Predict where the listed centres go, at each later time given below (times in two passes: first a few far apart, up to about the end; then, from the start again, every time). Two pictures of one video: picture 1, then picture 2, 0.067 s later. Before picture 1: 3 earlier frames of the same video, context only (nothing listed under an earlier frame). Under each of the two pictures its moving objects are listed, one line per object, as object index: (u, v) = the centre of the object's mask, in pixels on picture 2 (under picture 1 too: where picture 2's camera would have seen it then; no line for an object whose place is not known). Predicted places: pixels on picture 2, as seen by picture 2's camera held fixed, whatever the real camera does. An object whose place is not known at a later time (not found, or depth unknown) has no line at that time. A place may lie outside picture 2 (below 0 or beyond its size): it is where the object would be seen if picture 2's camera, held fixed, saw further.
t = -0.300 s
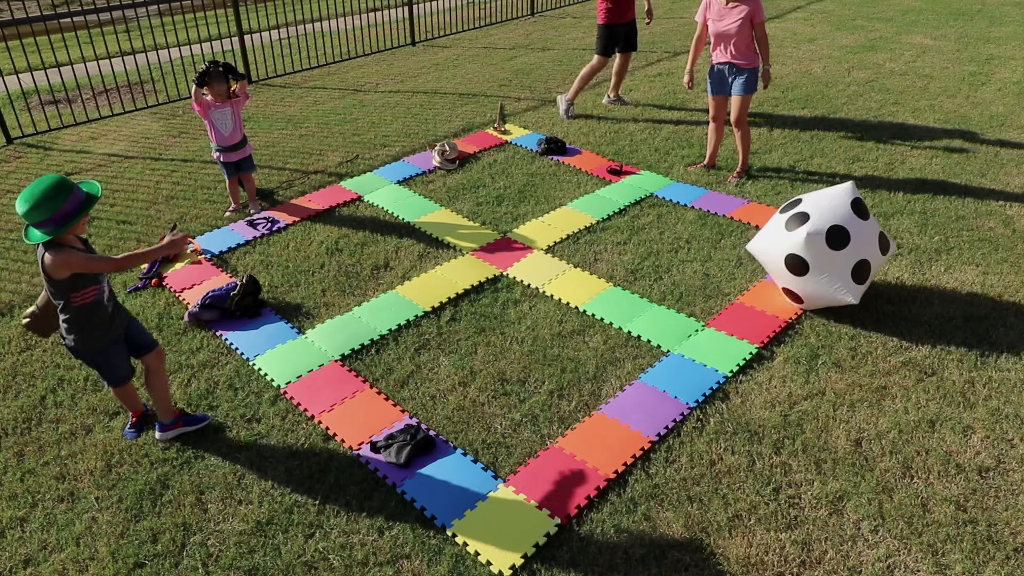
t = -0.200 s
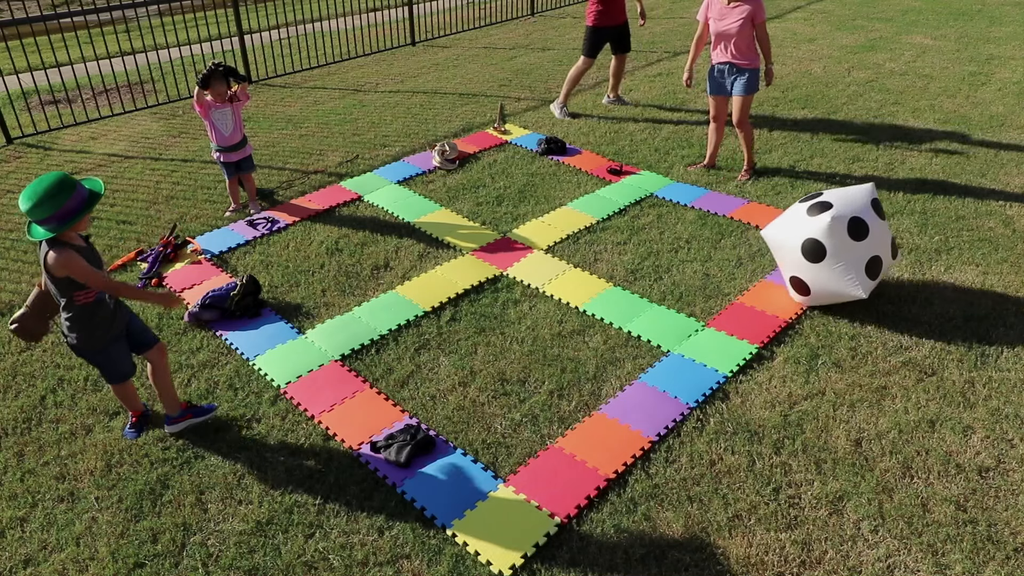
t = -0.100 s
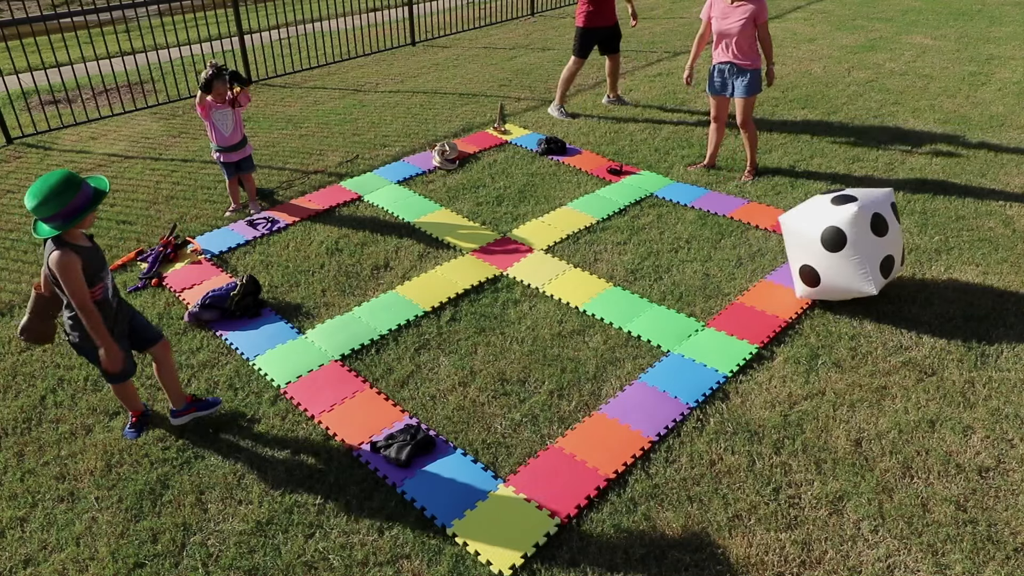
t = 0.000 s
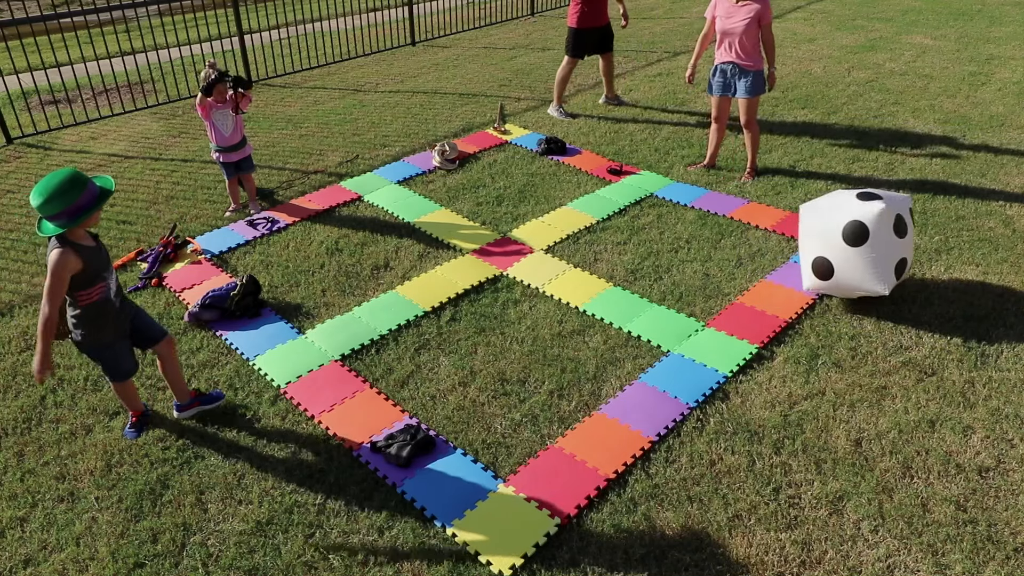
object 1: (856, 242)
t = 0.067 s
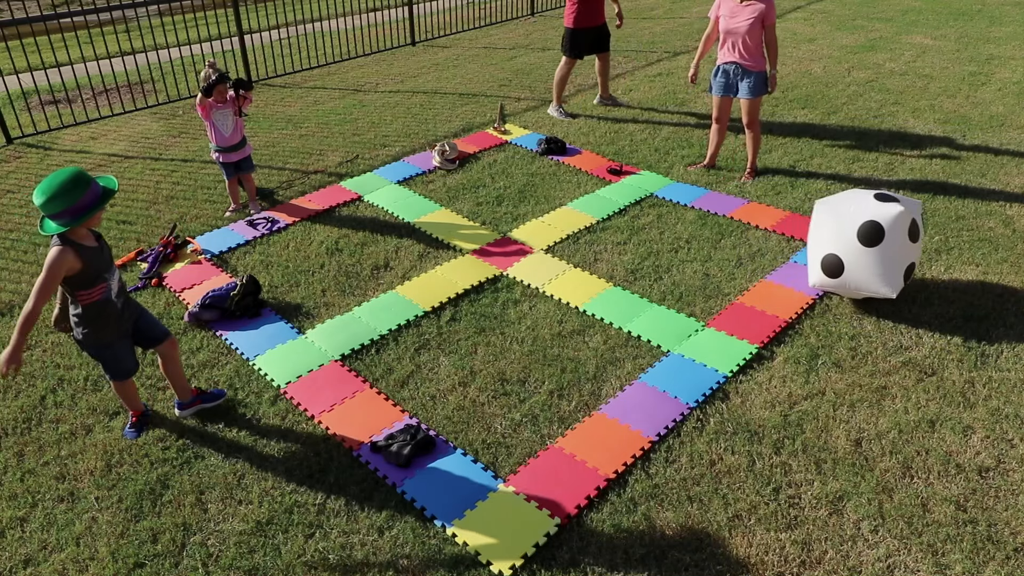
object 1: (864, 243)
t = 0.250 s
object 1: (889, 250)
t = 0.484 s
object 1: (912, 257)
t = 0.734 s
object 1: (931, 263)
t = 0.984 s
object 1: (945, 264)
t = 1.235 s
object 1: (961, 265)
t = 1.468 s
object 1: (971, 264)
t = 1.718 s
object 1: (977, 264)
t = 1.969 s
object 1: (976, 265)
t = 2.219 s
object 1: (969, 265)
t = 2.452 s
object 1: (961, 263)
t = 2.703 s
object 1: (953, 261)
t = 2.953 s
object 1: (952, 262)
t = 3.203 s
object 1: (954, 262)
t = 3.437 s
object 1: (958, 262)
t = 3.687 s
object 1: (960, 262)
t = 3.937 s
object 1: (961, 262)
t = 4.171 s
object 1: (959, 263)
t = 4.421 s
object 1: (959, 263)
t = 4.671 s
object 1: (960, 262)
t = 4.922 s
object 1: (960, 262)
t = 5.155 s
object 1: (960, 263)
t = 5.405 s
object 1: (960, 263)
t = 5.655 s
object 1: (960, 263)
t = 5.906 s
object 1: (960, 263)
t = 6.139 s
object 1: (960, 263)
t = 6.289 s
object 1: (960, 263)
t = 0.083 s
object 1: (866, 244)
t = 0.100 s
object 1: (869, 244)
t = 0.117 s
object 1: (871, 245)
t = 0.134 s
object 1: (873, 246)
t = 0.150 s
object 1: (875, 246)
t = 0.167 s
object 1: (878, 247)
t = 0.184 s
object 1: (880, 248)
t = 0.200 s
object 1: (882, 249)
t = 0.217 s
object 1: (884, 249)
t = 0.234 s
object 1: (887, 250)
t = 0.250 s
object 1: (889, 250)
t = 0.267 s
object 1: (891, 250)
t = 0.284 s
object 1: (893, 251)
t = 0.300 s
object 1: (895, 252)
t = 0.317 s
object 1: (897, 252)
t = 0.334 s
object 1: (899, 253)
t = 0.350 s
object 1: (901, 253)
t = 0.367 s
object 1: (902, 254)
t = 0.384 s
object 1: (904, 254)
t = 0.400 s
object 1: (905, 255)
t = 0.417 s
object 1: (907, 255)
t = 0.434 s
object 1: (908, 256)
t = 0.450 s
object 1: (910, 256)
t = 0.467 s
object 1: (911, 257)
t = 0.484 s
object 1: (912, 257)
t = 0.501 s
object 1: (914, 258)
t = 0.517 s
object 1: (915, 258)
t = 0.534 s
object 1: (917, 259)
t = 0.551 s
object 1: (918, 260)
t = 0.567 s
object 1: (919, 261)
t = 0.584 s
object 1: (920, 261)
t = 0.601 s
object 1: (922, 262)
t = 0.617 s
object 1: (923, 262)
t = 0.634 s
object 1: (924, 262)
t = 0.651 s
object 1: (925, 262)
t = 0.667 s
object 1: (927, 262)
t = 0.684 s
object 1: (928, 263)
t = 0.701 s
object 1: (929, 263)
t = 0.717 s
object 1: (930, 263)
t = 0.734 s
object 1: (931, 263)
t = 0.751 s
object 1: (933, 263)
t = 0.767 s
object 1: (934, 263)
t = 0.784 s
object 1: (935, 263)
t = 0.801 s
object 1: (936, 263)
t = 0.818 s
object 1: (937, 263)
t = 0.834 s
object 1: (938, 264)
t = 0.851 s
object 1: (938, 264)
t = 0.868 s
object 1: (939, 264)
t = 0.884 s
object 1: (940, 264)
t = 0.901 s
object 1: (941, 264)
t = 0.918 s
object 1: (942, 264)
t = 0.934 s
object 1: (943, 264)
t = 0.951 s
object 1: (943, 264)
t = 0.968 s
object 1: (944, 264)
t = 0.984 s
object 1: (945, 264)
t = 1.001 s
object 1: (946, 264)
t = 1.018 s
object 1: (947, 263)
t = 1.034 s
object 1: (948, 263)
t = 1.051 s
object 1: (949, 263)
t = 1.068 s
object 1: (950, 264)
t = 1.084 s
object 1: (951, 264)
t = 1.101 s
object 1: (952, 264)
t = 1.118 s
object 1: (953, 264)
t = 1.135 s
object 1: (955, 264)
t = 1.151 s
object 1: (956, 264)
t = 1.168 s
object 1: (957, 265)
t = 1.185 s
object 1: (958, 265)
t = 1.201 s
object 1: (959, 265)
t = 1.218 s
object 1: (960, 265)
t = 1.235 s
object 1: (961, 265)
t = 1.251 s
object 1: (961, 265)
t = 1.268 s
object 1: (962, 265)
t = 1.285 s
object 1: (963, 265)
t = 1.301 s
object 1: (964, 265)
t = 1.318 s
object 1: (965, 265)
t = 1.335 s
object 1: (966, 265)
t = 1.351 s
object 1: (967, 265)
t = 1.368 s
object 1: (967, 265)
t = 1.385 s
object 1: (968, 265)
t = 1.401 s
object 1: (969, 265)
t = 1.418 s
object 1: (969, 264)
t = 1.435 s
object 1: (970, 264)
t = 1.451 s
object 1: (970, 264)
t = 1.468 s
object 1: (971, 264)
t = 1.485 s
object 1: (972, 264)
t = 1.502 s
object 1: (972, 264)
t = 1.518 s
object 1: (973, 264)
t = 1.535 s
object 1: (973, 264)
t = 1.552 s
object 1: (974, 264)
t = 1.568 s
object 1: (974, 264)
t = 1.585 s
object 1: (975, 264)
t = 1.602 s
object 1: (975, 264)
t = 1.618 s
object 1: (975, 264)
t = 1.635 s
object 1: (975, 264)
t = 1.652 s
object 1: (976, 264)
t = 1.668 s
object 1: (976, 264)
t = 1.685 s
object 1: (977, 264)
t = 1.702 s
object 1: (977, 264)
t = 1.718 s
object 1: (977, 264)
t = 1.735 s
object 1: (977, 264)
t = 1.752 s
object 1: (977, 264)
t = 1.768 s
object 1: (977, 264)
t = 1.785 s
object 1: (977, 264)
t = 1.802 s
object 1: (977, 264)
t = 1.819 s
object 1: (977, 264)
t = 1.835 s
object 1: (977, 264)
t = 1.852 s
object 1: (977, 264)
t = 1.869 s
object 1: (977, 264)
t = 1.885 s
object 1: (977, 264)
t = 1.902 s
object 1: (977, 264)
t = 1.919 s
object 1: (976, 264)
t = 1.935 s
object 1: (976, 264)
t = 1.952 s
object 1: (976, 265)
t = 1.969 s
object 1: (976, 265)
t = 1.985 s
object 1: (975, 265)
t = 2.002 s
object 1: (975, 265)
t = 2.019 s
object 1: (975, 265)
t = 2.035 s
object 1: (974, 265)
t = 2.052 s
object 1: (974, 265)
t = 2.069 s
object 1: (973, 265)
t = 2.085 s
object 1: (973, 265)
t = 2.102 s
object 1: (972, 265)
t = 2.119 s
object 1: (972, 265)
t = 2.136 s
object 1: (971, 265)
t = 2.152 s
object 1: (971, 265)
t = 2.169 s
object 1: (970, 265)
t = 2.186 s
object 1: (970, 265)
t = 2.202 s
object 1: (969, 265)
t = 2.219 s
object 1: (969, 265)
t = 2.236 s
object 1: (968, 265)
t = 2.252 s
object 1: (968, 265)
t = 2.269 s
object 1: (967, 265)
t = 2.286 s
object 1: (967, 265)
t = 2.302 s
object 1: (966, 265)
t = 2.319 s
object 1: (965, 265)
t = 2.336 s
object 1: (965, 265)
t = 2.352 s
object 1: (964, 265)
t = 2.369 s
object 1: (964, 265)
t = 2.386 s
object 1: (963, 264)
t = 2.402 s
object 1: (963, 264)
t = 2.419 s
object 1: (962, 264)
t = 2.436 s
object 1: (961, 263)
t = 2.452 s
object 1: (961, 263)
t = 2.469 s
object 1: (960, 263)
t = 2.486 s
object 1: (960, 263)
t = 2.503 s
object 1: (959, 263)
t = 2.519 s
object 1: (959, 263)
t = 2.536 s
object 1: (958, 262)
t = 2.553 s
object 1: (957, 262)
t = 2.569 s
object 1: (957, 262)
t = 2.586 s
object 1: (956, 262)
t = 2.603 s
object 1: (956, 262)
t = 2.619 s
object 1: (955, 262)
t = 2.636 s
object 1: (955, 261)
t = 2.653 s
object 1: (955, 261)
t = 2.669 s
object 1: (954, 261)
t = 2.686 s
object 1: (954, 261)
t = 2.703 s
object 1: (953, 261)
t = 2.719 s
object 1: (953, 261)
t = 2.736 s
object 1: (953, 261)
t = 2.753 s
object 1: (952, 261)
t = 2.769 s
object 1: (952, 261)
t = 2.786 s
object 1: (952, 261)
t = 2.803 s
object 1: (952, 261)
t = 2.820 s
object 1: (951, 261)
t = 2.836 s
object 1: (951, 261)
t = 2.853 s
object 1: (951, 261)
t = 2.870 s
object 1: (951, 261)
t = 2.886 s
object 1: (951, 261)
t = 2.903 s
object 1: (951, 261)
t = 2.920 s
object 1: (951, 261)
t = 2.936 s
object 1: (951, 262)
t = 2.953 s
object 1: (952, 262)
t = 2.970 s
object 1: (952, 262)
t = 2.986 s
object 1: (952, 262)
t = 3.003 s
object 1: (952, 262)
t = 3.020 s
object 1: (952, 262)
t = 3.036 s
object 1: (952, 262)
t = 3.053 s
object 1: (952, 262)
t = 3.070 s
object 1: (952, 262)
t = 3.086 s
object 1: (952, 262)
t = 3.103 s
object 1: (952, 262)
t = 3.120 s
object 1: (953, 262)
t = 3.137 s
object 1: (953, 262)
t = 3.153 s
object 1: (953, 262)
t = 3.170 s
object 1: (953, 262)
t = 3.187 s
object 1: (953, 262)
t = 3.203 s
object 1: (954, 262)
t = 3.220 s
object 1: (954, 262)
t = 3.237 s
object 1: (954, 262)
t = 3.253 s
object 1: (955, 262)
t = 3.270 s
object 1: (955, 262)
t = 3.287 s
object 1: (955, 262)
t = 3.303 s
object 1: (955, 262)
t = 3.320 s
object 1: (956, 262)
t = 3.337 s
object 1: (956, 262)
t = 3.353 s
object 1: (956, 262)
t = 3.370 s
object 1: (957, 262)
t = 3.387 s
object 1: (957, 262)
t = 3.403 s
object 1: (957, 262)
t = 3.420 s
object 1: (958, 262)
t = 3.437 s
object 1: (958, 262)
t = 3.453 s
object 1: (958, 262)
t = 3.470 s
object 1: (958, 262)
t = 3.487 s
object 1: (959, 263)
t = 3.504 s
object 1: (959, 262)
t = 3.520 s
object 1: (959, 262)
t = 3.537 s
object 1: (959, 262)
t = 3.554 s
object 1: (960, 262)
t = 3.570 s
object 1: (960, 262)
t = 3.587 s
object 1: (960, 262)
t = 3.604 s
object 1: (960, 262)
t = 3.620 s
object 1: (960, 262)
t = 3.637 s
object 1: (960, 262)
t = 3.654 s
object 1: (960, 262)
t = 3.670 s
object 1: (960, 262)
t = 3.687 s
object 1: (960, 262)
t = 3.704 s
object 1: (960, 262)
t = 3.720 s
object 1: (960, 262)
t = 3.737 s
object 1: (960, 262)
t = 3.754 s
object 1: (960, 262)
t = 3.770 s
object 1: (960, 262)
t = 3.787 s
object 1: (960, 262)
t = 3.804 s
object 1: (960, 262)
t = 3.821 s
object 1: (960, 262)
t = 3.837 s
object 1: (960, 262)
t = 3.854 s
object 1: (960, 262)
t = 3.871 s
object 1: (961, 262)
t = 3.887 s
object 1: (960, 262)
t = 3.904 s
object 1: (960, 262)
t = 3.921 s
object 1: (960, 262)
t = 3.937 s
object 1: (961, 262)
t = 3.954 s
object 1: (960, 262)
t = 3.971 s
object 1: (960, 262)
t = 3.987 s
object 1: (960, 262)
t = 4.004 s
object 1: (960, 263)
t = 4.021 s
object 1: (960, 263)
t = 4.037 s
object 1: (960, 263)
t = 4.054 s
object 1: (959, 263)
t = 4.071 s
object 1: (959, 263)
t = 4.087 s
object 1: (959, 263)
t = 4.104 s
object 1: (959, 263)
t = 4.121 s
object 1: (959, 263)
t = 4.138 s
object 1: (959, 263)
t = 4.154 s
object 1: (959, 263)
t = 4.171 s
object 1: (959, 263)
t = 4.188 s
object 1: (959, 263)
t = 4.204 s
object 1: (959, 263)
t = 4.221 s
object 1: (959, 263)
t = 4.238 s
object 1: (959, 263)
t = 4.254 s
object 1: (959, 263)
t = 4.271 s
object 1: (959, 263)
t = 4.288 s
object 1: (959, 263)
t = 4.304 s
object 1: (959, 263)
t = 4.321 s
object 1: (959, 263)
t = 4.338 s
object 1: (959, 263)
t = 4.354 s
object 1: (959, 263)
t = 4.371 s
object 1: (959, 263)
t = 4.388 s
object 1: (959, 263)
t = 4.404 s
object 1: (959, 263)
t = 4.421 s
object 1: (959, 263)
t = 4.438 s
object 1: (959, 263)
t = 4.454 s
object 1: (959, 263)
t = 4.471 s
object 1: (960, 263)
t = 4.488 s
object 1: (960, 263)
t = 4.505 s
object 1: (960, 262)
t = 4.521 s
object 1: (960, 262)
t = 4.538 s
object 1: (960, 262)
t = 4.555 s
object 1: (961, 262)
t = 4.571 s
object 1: (960, 262)
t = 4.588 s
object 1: (961, 262)
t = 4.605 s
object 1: (960, 262)
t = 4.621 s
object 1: (960, 262)
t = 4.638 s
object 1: (960, 262)
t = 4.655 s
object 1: (961, 262)
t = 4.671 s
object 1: (960, 262)
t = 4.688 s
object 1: (961, 262)
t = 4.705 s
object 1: (960, 262)
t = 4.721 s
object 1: (960, 262)
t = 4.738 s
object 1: (960, 262)
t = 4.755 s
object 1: (960, 262)
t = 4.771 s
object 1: (960, 262)
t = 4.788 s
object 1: (960, 262)
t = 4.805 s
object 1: (960, 262)
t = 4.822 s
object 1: (960, 262)
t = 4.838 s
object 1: (960, 262)
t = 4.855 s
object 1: (960, 262)
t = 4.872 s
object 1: (960, 262)
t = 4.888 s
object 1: (960, 262)
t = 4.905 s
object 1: (960, 262)
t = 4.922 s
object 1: (960, 262)
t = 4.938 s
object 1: (960, 262)
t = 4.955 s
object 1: (960, 262)
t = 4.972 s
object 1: (960, 262)
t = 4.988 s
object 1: (960, 262)
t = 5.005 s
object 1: (960, 262)
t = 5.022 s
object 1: (960, 263)
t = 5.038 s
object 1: (960, 263)
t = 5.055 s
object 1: (960, 263)
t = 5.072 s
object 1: (960, 263)
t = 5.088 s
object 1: (960, 263)
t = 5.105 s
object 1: (960, 263)
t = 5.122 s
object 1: (960, 263)
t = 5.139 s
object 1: (960, 263)
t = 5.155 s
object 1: (960, 263)
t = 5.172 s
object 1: (960, 263)
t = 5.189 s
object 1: (960, 263)
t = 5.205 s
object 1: (960, 263)
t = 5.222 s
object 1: (960, 263)
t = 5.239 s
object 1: (960, 263)
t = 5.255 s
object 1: (960, 263)
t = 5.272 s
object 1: (960, 263)
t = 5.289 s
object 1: (960, 263)
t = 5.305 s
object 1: (960, 263)
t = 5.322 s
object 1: (960, 263)
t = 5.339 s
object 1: (960, 263)
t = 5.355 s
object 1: (960, 263)
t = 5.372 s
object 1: (960, 263)
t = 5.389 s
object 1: (960, 263)
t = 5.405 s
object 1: (960, 263)
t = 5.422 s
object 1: (960, 263)
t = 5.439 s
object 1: (960, 263)
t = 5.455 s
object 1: (960, 263)
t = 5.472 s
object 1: (960, 263)
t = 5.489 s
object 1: (960, 263)
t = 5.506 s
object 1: (960, 263)
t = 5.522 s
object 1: (960, 263)
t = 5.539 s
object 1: (960, 263)
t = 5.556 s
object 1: (960, 263)
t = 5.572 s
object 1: (960, 263)
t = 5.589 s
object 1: (960, 263)
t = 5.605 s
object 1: (960, 263)
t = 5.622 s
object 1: (960, 263)
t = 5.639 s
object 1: (960, 263)
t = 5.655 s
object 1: (960, 263)
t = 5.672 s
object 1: (960, 263)
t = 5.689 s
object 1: (960, 263)
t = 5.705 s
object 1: (960, 263)
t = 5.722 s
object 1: (960, 263)
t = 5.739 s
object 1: (960, 263)
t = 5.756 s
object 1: (960, 263)
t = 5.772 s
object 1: (960, 263)
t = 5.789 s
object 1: (960, 263)
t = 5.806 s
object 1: (960, 263)
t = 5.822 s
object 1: (960, 263)
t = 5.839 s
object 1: (960, 263)
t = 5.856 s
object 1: (960, 263)
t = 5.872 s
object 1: (960, 263)
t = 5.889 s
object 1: (960, 263)
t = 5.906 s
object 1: (960, 263)
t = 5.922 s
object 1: (960, 263)
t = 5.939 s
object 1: (960, 263)
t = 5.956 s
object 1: (960, 263)
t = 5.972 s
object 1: (960, 263)
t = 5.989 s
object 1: (960, 263)
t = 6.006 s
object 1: (960, 263)
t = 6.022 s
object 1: (960, 263)
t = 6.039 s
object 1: (960, 263)
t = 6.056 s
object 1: (960, 263)
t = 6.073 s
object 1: (960, 263)
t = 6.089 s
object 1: (960, 263)
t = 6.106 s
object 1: (960, 263)
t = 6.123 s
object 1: (960, 263)
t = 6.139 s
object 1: (960, 263)
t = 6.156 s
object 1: (960, 263)
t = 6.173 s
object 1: (960, 263)
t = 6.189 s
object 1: (960, 263)
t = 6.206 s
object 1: (960, 263)
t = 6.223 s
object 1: (960, 263)
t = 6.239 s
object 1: (960, 263)
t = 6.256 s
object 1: (960, 263)
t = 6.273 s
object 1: (960, 263)
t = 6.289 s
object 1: (960, 263)
